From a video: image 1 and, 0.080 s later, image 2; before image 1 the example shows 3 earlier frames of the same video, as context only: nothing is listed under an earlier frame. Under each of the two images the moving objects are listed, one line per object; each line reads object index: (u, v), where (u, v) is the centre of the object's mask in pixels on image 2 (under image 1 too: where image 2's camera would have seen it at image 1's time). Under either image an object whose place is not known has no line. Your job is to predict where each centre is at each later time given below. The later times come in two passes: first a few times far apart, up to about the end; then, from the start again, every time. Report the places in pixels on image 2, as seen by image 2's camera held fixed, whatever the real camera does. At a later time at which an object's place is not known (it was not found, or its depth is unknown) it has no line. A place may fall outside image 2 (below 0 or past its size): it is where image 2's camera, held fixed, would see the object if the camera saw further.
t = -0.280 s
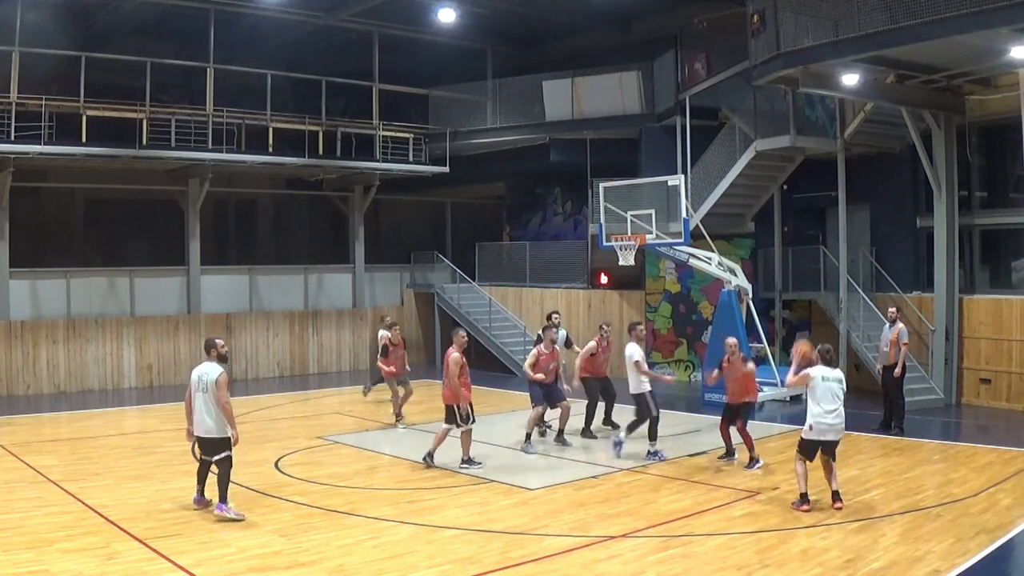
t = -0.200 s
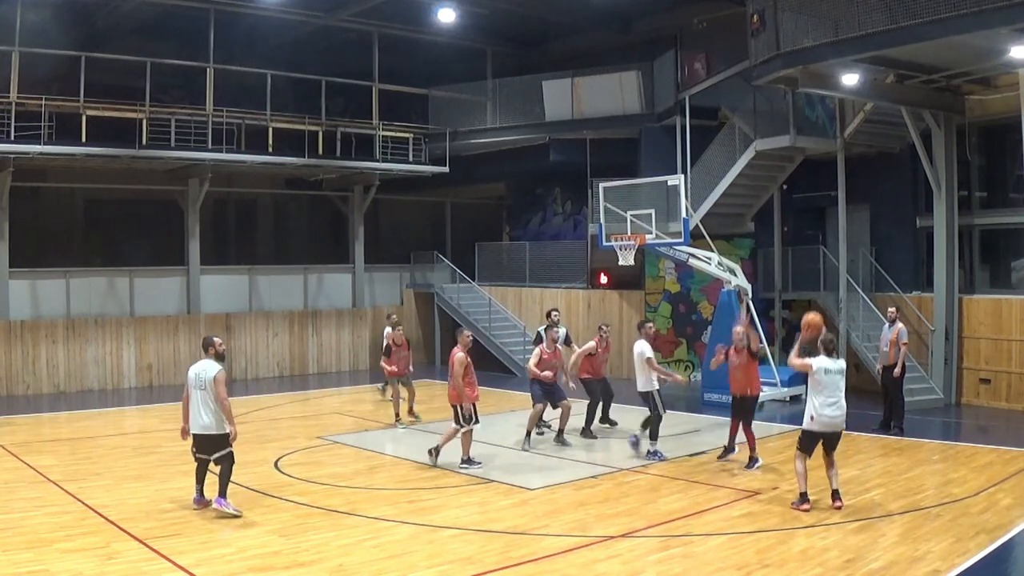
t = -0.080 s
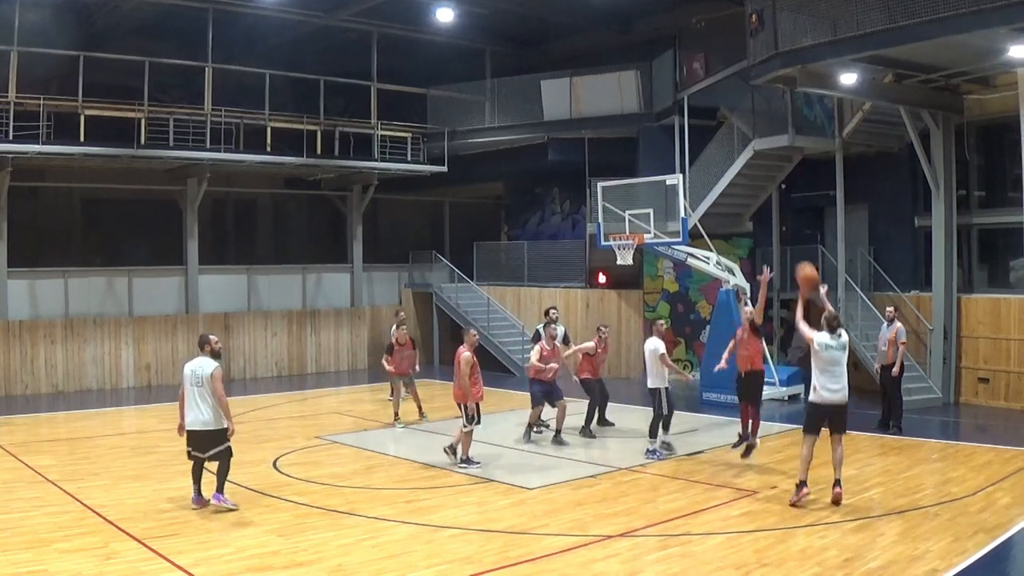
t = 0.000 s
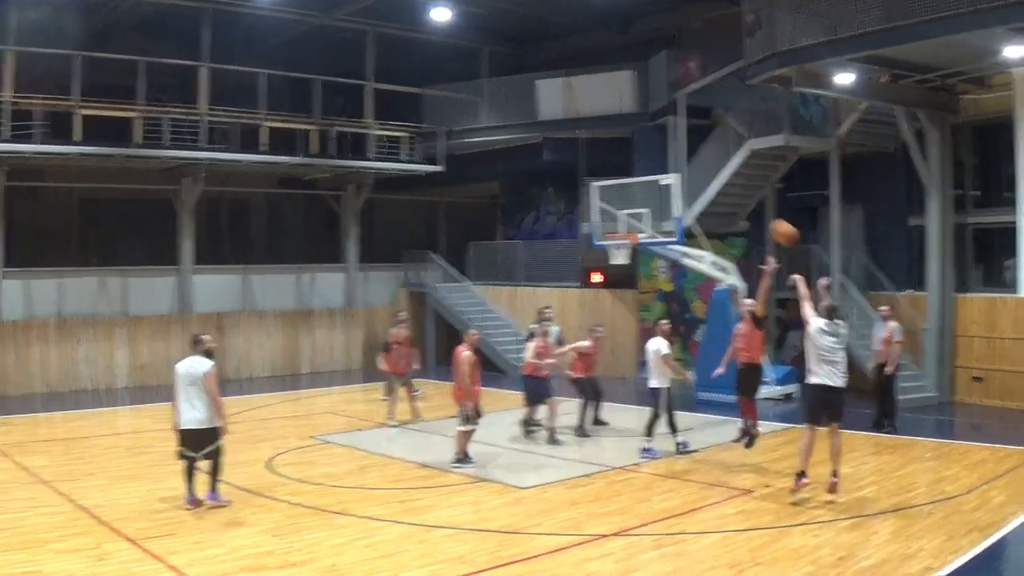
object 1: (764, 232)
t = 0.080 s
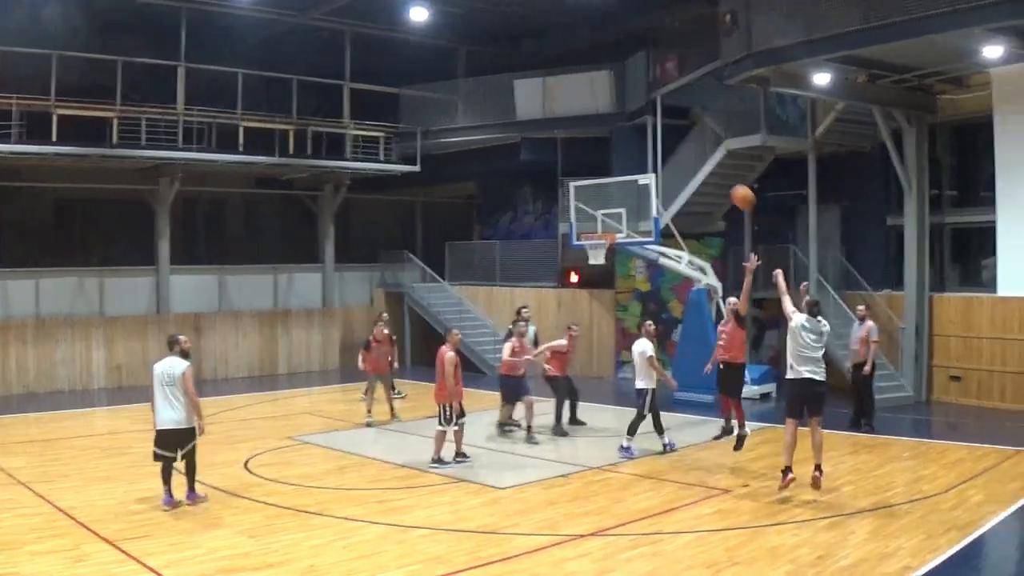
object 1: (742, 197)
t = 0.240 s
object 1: (708, 147)
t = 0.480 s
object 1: (667, 120)
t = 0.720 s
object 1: (630, 133)
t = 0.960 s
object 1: (600, 180)
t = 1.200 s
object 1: (575, 216)
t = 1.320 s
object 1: (563, 207)
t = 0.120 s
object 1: (734, 182)
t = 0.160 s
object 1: (726, 169)
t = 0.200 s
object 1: (718, 157)
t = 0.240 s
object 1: (708, 147)
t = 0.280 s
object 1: (701, 140)
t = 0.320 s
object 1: (694, 133)
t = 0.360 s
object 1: (686, 128)
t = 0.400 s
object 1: (680, 124)
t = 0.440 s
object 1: (672, 121)
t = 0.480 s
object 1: (667, 120)
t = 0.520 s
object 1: (660, 119)
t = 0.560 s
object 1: (653, 119)
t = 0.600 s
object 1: (647, 121)
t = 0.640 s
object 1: (642, 124)
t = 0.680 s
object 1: (636, 128)
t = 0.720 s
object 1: (630, 133)
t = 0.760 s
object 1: (625, 139)
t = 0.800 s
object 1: (619, 146)
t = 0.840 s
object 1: (615, 153)
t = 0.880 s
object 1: (610, 162)
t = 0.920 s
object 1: (605, 170)
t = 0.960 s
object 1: (600, 180)
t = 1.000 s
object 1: (596, 192)
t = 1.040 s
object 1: (591, 202)
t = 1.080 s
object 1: (587, 215)
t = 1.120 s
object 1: (582, 226)
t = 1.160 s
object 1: (579, 221)
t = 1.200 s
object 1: (575, 216)
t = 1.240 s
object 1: (571, 212)
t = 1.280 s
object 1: (567, 209)
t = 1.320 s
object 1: (563, 207)
